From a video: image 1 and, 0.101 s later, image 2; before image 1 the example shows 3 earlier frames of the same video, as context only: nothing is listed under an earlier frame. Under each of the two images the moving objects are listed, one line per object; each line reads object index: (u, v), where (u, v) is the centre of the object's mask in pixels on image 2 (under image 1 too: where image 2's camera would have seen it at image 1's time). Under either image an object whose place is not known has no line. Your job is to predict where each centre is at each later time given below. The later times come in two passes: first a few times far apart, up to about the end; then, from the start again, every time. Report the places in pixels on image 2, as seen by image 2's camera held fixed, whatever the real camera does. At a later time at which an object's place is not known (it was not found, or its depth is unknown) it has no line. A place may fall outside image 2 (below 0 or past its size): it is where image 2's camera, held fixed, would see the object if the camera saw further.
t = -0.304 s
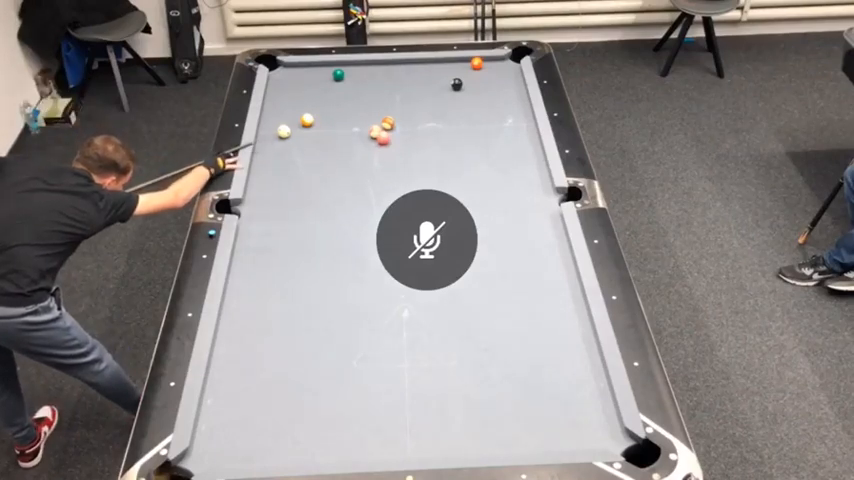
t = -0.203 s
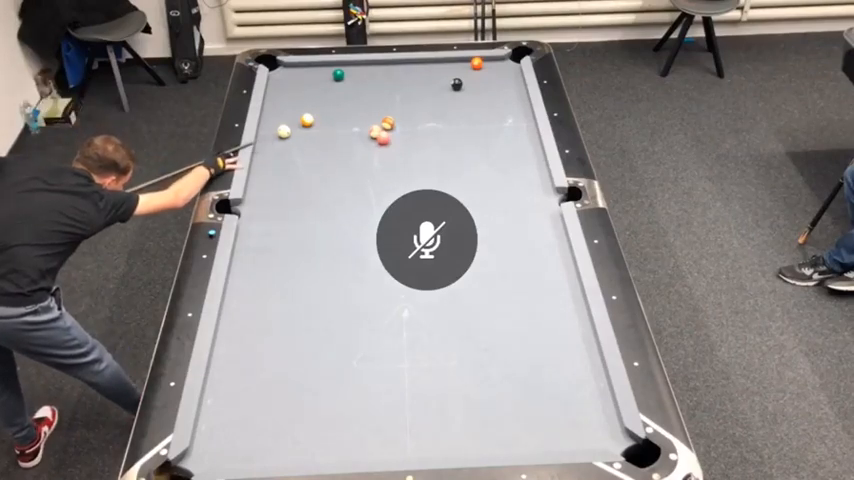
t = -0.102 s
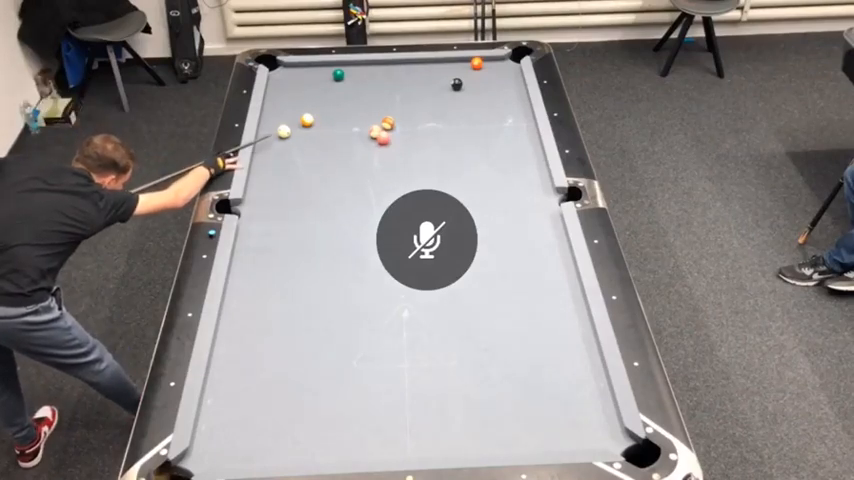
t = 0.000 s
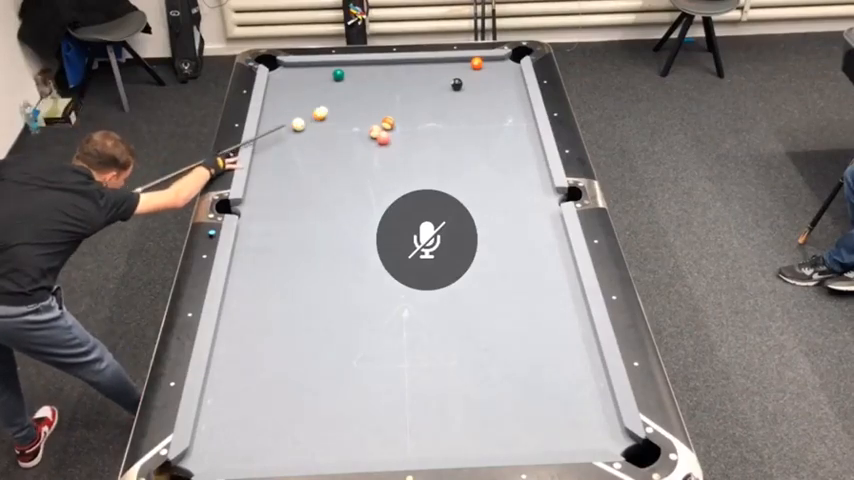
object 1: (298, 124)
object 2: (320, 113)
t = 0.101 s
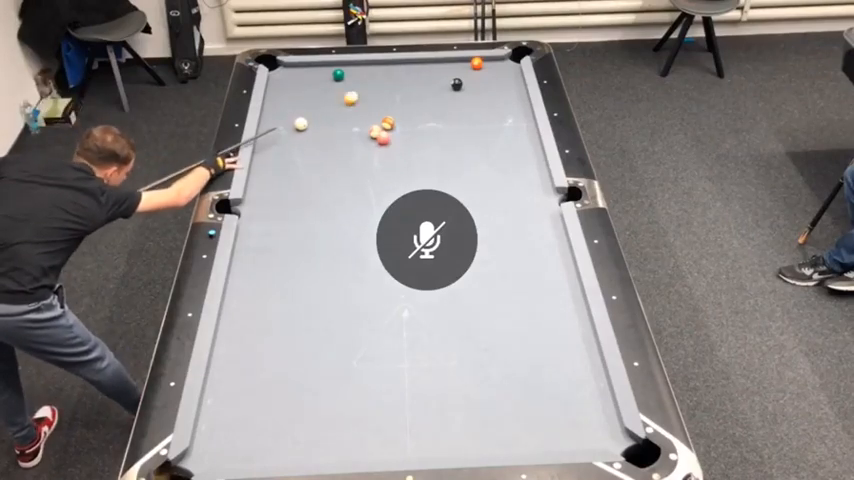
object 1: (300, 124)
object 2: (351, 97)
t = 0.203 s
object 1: (306, 122)
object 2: (375, 85)
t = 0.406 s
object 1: (321, 115)
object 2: (415, 65)
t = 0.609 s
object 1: (335, 109)
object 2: (442, 70)
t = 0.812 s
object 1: (348, 103)
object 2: (468, 78)
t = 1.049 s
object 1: (363, 97)
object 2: (499, 89)
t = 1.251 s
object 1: (374, 92)
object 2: (524, 99)
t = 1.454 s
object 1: (385, 87)
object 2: (512, 110)
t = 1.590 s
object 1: (392, 84)
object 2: (504, 117)
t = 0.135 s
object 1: (302, 123)
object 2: (359, 93)
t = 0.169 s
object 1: (304, 122)
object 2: (368, 89)
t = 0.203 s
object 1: (306, 122)
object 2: (375, 85)
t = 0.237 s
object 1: (309, 120)
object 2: (383, 81)
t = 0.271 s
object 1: (311, 119)
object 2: (390, 78)
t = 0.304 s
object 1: (314, 118)
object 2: (397, 74)
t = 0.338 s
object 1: (316, 117)
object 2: (402, 71)
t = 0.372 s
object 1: (319, 116)
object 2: (409, 68)
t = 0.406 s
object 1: (321, 115)
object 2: (415, 65)
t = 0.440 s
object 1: (323, 114)
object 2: (421, 62)
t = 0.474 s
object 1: (326, 113)
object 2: (426, 63)
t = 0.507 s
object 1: (328, 112)
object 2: (430, 65)
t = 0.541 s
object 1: (330, 111)
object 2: (433, 66)
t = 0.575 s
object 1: (332, 110)
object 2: (438, 68)
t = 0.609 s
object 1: (335, 109)
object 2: (442, 70)
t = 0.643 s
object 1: (337, 108)
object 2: (447, 71)
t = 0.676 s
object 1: (339, 107)
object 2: (450, 72)
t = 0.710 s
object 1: (341, 106)
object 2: (454, 73)
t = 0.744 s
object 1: (344, 105)
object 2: (459, 74)
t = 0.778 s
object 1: (346, 104)
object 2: (464, 77)
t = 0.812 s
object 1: (348, 103)
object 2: (468, 78)
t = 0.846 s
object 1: (350, 102)
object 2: (472, 80)
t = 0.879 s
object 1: (352, 101)
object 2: (477, 81)
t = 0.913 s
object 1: (354, 100)
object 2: (481, 83)
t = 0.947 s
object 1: (357, 99)
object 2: (485, 84)
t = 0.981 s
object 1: (359, 99)
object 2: (490, 86)
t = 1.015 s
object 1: (361, 98)
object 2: (494, 87)
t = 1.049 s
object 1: (363, 97)
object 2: (499, 89)
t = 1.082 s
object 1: (365, 96)
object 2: (503, 91)
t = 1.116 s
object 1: (366, 95)
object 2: (506, 92)
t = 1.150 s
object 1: (368, 94)
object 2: (511, 94)
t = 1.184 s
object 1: (370, 93)
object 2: (515, 95)
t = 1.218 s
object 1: (372, 92)
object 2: (520, 97)
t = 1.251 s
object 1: (374, 92)
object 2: (524, 99)
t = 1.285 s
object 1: (376, 91)
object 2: (522, 101)
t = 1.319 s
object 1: (378, 90)
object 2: (519, 102)
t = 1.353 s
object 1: (379, 89)
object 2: (517, 104)
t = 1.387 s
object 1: (381, 88)
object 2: (515, 106)
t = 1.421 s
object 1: (383, 88)
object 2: (514, 108)
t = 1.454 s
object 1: (385, 87)
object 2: (512, 110)
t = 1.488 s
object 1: (387, 86)
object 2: (510, 112)
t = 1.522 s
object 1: (388, 85)
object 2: (508, 113)
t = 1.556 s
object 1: (390, 85)
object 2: (506, 115)
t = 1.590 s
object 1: (392, 84)
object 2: (504, 117)
